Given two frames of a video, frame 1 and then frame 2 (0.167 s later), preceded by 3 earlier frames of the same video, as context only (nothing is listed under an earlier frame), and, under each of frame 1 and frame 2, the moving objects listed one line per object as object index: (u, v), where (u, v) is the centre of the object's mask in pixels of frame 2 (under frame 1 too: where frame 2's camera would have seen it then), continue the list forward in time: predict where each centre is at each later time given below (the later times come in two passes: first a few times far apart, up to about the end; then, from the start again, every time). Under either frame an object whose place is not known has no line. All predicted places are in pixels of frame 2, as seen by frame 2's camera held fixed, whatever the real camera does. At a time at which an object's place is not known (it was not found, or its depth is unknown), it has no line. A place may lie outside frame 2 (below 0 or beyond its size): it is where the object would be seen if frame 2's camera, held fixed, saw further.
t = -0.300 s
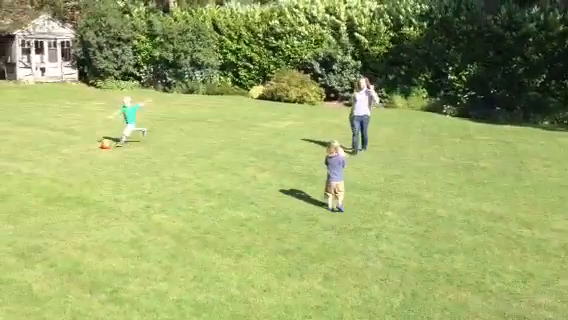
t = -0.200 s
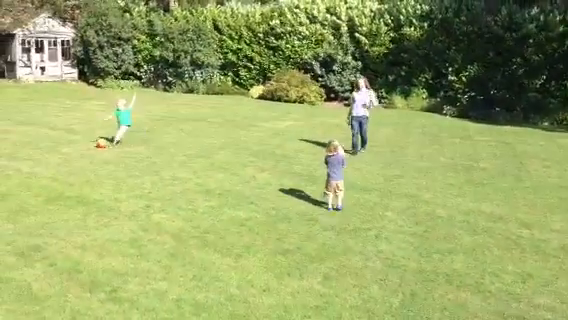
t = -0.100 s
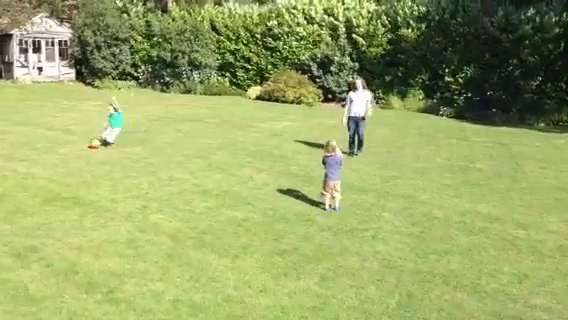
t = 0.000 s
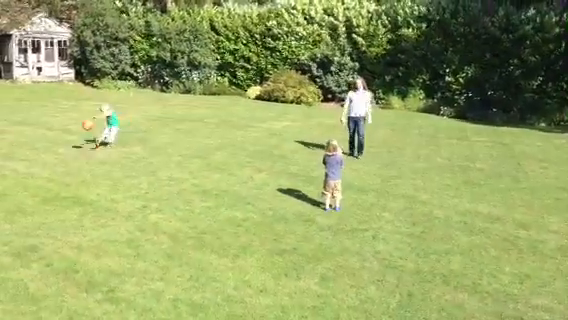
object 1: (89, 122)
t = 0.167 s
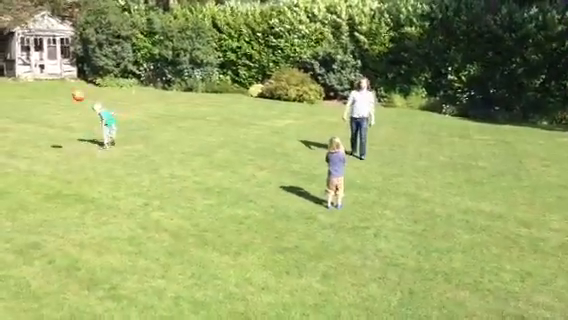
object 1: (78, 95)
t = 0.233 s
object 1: (74, 89)
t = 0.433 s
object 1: (64, 85)
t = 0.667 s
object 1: (52, 109)
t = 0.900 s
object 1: (45, 183)
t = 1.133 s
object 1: (47, 186)
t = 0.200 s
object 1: (76, 92)
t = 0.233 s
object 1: (74, 89)
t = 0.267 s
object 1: (73, 86)
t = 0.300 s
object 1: (71, 86)
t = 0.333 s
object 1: (69, 84)
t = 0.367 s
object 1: (68, 84)
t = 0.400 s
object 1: (65, 85)
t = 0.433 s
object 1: (64, 85)
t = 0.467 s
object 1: (62, 86)
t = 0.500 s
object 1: (60, 88)
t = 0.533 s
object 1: (58, 90)
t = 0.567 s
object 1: (56, 93)
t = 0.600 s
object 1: (55, 97)
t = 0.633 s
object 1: (54, 103)
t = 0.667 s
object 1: (52, 109)
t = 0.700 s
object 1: (51, 116)
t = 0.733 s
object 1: (49, 126)
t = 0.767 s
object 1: (49, 134)
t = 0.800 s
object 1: (48, 146)
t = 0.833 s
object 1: (47, 156)
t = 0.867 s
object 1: (45, 170)
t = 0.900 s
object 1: (45, 183)
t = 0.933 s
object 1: (45, 197)
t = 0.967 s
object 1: (45, 212)
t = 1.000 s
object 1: (45, 211)
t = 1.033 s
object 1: (46, 203)
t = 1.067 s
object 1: (46, 197)
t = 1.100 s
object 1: (46, 190)
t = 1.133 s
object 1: (47, 186)
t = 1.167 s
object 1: (47, 182)
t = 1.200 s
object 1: (46, 178)
